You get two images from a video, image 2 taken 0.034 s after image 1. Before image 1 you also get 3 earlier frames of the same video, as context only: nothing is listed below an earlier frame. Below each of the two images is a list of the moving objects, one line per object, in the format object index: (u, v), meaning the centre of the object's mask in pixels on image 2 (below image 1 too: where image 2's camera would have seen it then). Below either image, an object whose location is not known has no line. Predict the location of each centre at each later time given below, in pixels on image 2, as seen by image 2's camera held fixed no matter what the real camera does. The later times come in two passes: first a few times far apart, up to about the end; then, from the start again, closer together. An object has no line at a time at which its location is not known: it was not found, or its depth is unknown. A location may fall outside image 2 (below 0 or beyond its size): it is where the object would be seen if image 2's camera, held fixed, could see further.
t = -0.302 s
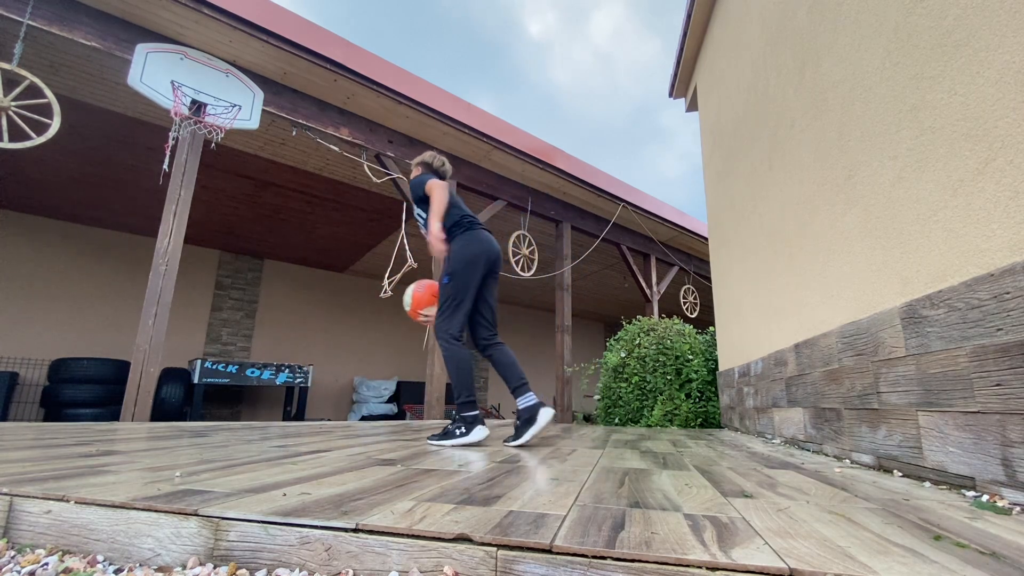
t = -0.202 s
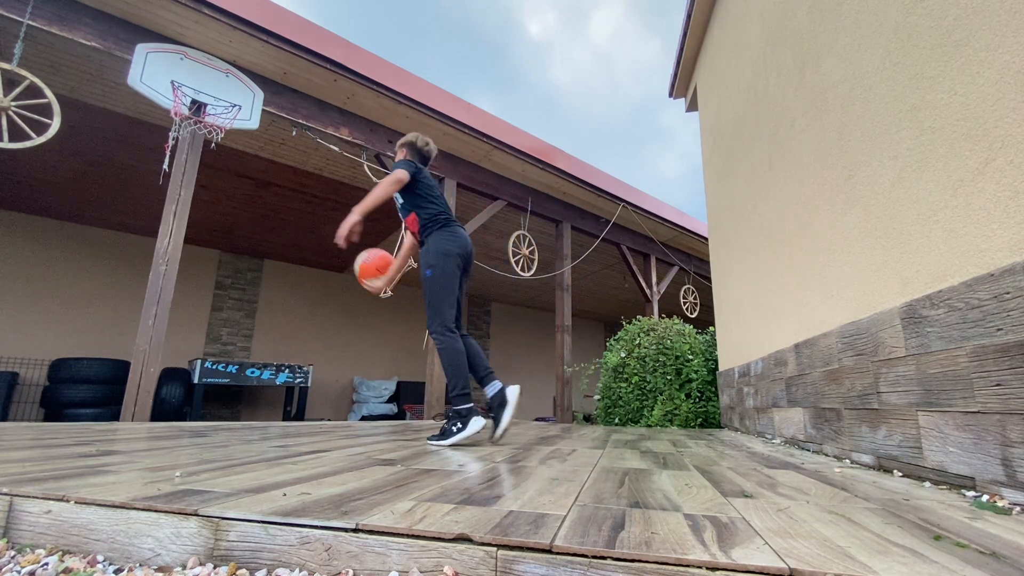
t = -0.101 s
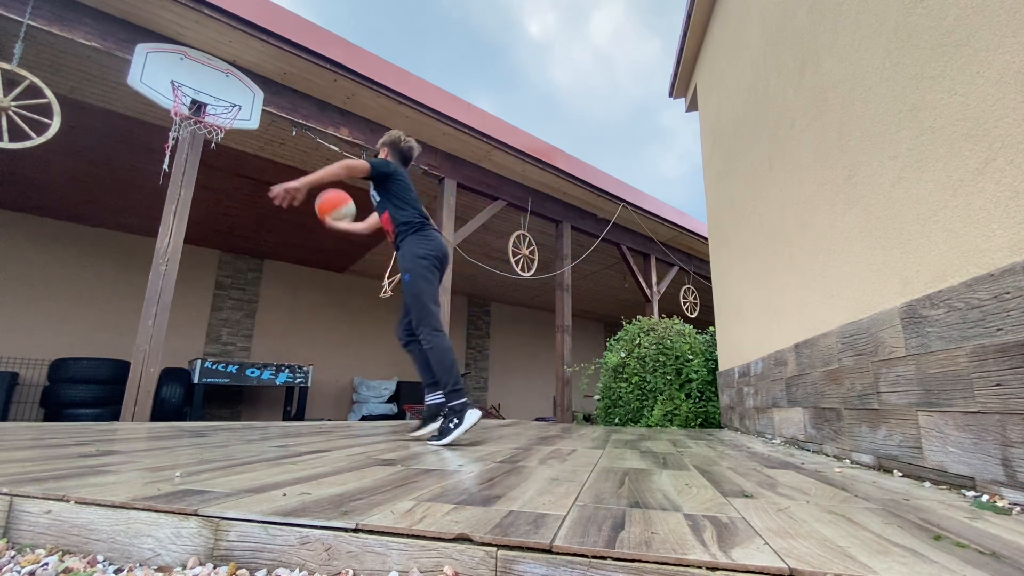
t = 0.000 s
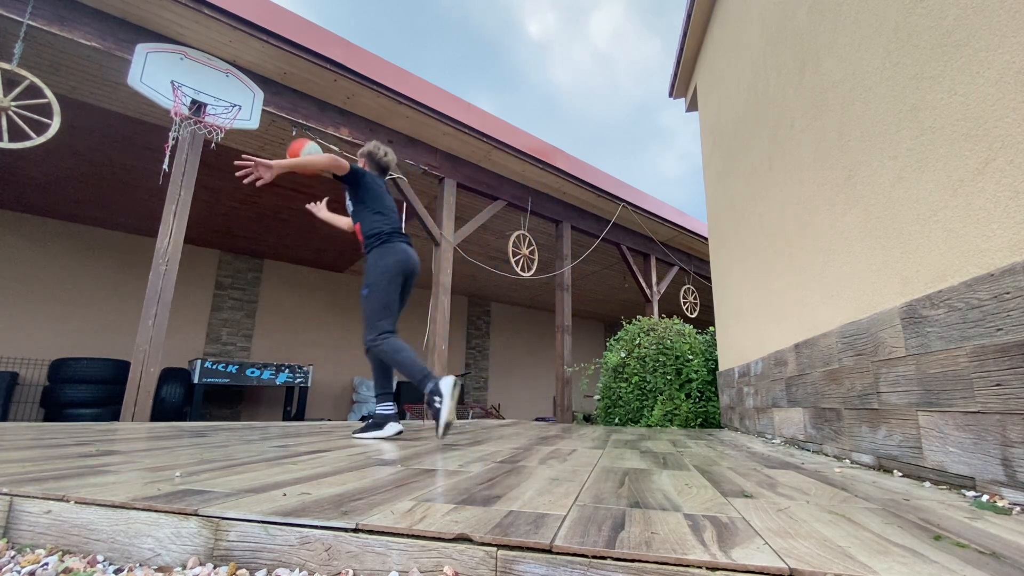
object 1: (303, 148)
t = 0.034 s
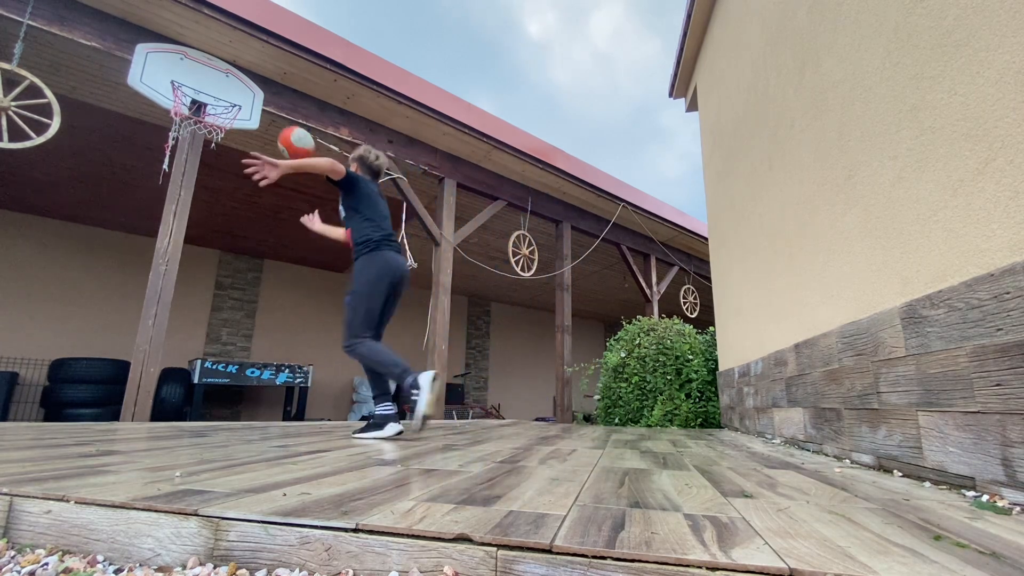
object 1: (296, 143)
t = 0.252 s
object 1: (268, 105)
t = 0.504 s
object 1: (306, 127)
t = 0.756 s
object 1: (346, 195)
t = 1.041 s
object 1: (384, 353)
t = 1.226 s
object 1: (406, 344)
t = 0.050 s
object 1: (291, 137)
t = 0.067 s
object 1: (287, 133)
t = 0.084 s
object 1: (282, 128)
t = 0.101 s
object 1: (278, 124)
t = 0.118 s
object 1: (274, 120)
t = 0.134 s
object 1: (270, 116)
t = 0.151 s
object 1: (265, 113)
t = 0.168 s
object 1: (262, 111)
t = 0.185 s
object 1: (258, 109)
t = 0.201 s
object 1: (259, 107)
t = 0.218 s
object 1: (262, 106)
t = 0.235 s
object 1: (265, 105)
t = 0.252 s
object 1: (268, 105)
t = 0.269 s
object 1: (271, 105)
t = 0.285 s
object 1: (274, 105)
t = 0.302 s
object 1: (277, 105)
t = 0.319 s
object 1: (279, 106)
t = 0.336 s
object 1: (282, 107)
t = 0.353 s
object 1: (284, 108)
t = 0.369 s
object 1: (286, 110)
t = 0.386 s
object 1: (289, 111)
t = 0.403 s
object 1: (291, 114)
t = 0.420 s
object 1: (293, 116)
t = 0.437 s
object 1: (295, 119)
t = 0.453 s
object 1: (298, 121)
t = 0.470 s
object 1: (301, 122)
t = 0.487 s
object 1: (304, 125)
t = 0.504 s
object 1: (306, 127)
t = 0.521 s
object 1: (309, 129)
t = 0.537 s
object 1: (312, 132)
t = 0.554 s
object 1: (315, 135)
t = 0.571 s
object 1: (317, 138)
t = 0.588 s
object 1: (320, 142)
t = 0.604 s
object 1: (323, 146)
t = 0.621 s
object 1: (326, 151)
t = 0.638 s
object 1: (328, 155)
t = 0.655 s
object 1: (331, 160)
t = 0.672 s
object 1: (333, 165)
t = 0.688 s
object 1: (336, 170)
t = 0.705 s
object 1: (338, 176)
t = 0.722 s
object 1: (341, 182)
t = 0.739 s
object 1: (344, 188)
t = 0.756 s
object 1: (346, 195)
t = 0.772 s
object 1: (348, 201)
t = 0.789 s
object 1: (351, 208)
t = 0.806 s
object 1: (353, 216)
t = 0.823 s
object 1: (356, 223)
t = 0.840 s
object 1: (358, 231)
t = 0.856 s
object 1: (360, 240)
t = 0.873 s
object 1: (362, 248)
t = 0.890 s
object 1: (365, 257)
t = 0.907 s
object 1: (367, 266)
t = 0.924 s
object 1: (369, 276)
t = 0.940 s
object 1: (371, 286)
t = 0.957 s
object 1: (373, 296)
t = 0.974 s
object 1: (376, 307)
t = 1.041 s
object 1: (384, 353)
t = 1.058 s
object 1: (386, 366)
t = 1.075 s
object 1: (388, 379)
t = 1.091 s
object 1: (390, 392)
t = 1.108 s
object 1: (392, 407)
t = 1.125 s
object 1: (394, 405)
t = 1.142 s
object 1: (396, 393)
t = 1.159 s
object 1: (398, 383)
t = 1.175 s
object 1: (400, 373)
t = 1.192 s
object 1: (402, 362)
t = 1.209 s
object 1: (404, 353)
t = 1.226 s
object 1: (406, 344)
